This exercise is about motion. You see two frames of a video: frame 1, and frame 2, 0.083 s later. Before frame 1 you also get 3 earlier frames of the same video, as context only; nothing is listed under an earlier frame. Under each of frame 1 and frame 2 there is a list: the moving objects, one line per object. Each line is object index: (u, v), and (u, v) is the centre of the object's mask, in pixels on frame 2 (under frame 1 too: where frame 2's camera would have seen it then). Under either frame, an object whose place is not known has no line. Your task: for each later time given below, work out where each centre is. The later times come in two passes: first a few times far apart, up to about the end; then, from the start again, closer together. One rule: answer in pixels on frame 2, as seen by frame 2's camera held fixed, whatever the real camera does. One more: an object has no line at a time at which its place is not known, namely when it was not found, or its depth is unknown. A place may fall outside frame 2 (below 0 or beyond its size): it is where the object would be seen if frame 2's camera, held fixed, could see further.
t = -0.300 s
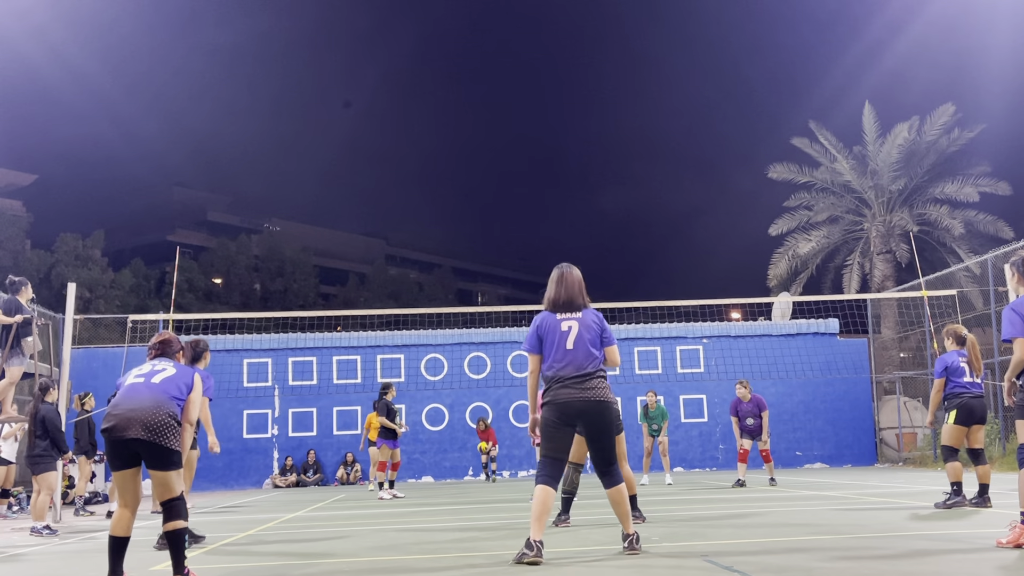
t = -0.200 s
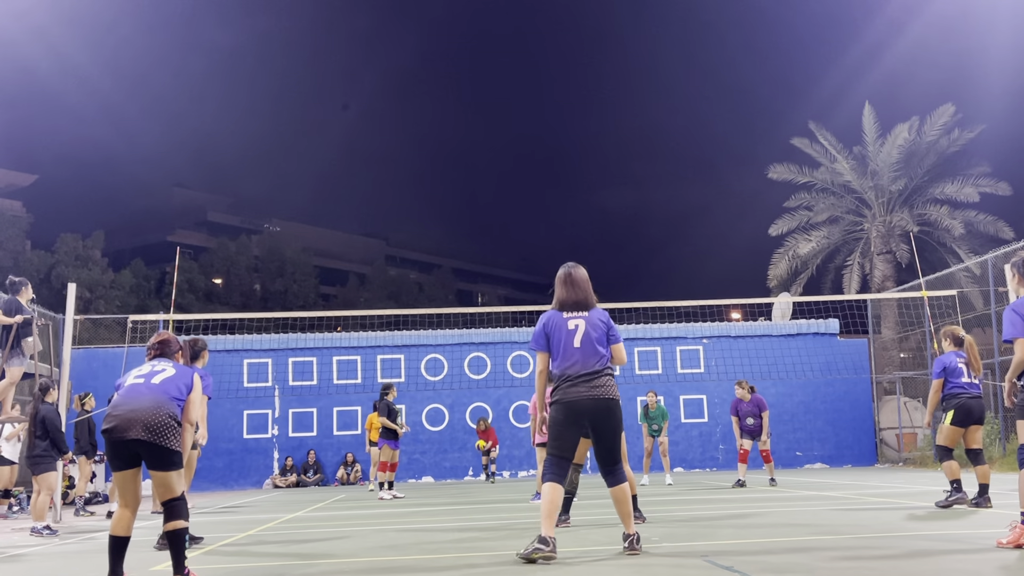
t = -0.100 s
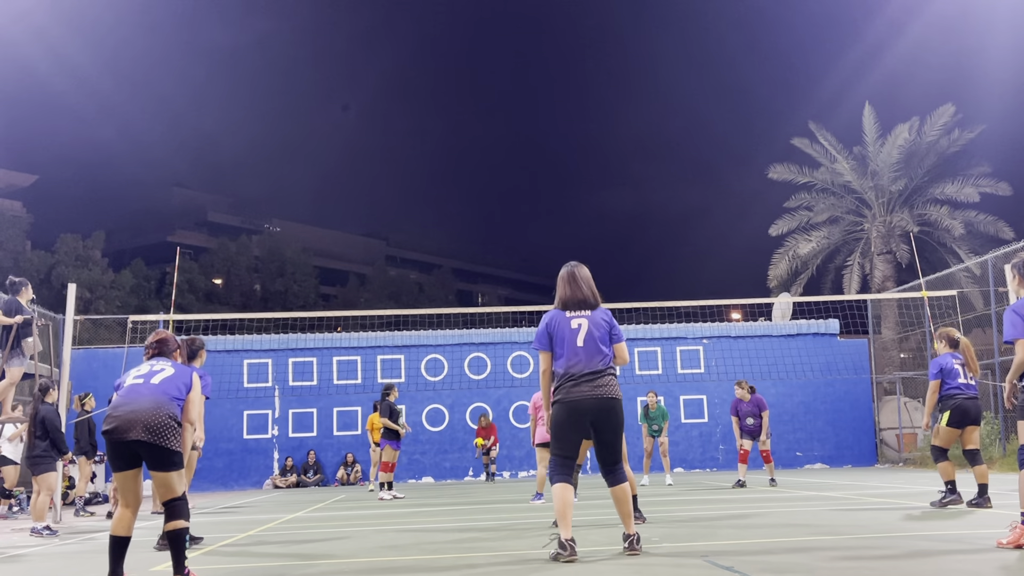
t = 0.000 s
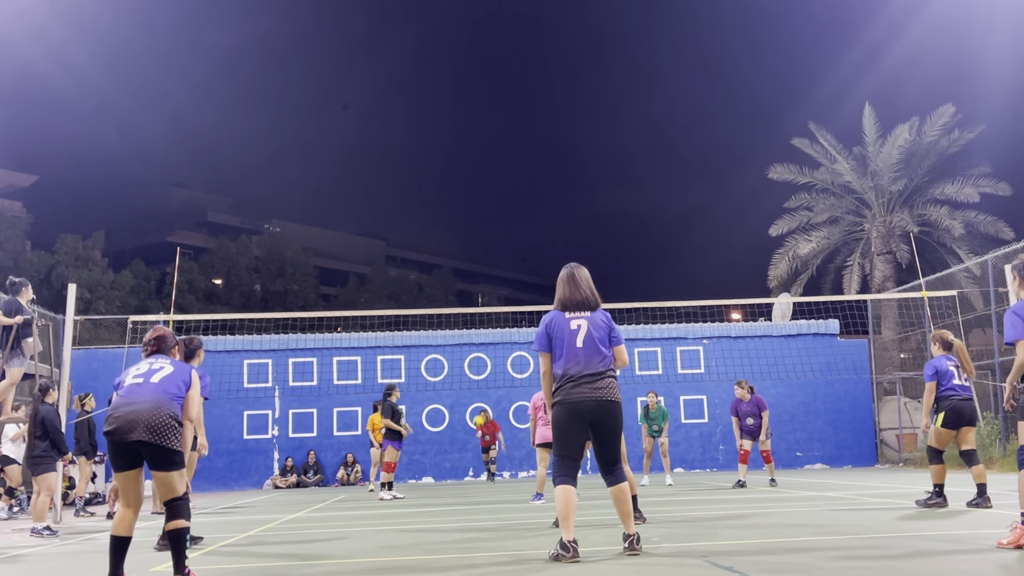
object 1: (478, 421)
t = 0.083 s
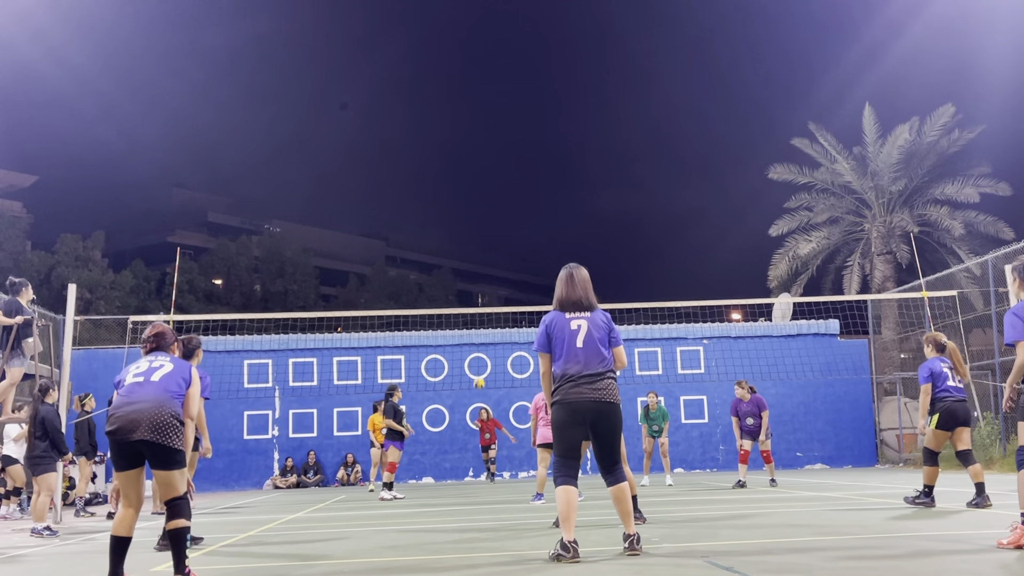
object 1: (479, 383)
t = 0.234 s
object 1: (481, 320)
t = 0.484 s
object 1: (492, 228)
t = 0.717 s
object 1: (510, 165)
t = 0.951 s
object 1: (532, 128)
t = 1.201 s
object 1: (559, 129)
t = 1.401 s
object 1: (588, 174)
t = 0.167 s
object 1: (480, 346)
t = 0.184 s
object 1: (480, 340)
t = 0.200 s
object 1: (480, 332)
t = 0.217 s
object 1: (481, 325)
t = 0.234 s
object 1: (481, 320)
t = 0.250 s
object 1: (482, 312)
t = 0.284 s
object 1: (483, 299)
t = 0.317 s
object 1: (484, 287)
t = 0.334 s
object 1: (484, 280)
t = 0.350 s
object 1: (485, 274)
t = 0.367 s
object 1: (486, 268)
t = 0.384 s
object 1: (487, 262)
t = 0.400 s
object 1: (487, 256)
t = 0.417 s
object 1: (488, 250)
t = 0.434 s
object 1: (489, 245)
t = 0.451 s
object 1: (490, 239)
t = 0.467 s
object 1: (491, 234)
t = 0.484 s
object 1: (492, 228)
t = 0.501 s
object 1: (493, 223)
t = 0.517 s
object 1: (494, 217)
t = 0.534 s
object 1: (495, 213)
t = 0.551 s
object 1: (496, 208)
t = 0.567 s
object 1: (497, 203)
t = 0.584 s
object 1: (499, 198)
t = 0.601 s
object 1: (500, 193)
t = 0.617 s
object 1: (501, 189)
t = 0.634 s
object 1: (502, 185)
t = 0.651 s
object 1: (504, 180)
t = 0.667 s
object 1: (505, 176)
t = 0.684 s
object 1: (506, 172)
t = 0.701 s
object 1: (508, 168)
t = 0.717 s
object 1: (510, 165)
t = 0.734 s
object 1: (511, 161)
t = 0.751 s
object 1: (513, 158)
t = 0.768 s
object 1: (514, 154)
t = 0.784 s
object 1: (516, 151)
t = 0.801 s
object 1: (517, 148)
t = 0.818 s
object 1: (519, 145)
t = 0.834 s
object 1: (521, 143)
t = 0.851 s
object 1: (522, 140)
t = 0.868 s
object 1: (524, 137)
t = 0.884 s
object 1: (525, 135)
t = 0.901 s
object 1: (527, 133)
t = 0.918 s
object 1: (528, 131)
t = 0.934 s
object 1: (530, 129)
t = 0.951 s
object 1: (532, 128)
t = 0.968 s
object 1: (534, 126)
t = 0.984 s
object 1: (535, 125)
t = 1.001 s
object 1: (537, 124)
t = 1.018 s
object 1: (538, 123)
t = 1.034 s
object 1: (540, 123)
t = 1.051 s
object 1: (542, 122)
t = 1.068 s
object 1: (544, 122)
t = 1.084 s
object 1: (546, 122)
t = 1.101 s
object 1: (547, 122)
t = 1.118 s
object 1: (549, 123)
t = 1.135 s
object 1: (551, 124)
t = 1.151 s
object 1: (553, 125)
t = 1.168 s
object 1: (555, 126)
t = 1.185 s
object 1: (557, 128)
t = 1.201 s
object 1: (559, 129)
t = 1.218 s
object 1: (561, 132)
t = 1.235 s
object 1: (564, 134)
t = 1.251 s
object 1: (566, 137)
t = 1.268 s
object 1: (568, 139)
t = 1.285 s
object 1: (570, 143)
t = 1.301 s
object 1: (573, 146)
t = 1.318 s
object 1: (575, 150)
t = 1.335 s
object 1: (578, 154)
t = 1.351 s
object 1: (580, 159)
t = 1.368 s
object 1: (583, 164)
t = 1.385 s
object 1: (585, 169)
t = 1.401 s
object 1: (588, 174)
